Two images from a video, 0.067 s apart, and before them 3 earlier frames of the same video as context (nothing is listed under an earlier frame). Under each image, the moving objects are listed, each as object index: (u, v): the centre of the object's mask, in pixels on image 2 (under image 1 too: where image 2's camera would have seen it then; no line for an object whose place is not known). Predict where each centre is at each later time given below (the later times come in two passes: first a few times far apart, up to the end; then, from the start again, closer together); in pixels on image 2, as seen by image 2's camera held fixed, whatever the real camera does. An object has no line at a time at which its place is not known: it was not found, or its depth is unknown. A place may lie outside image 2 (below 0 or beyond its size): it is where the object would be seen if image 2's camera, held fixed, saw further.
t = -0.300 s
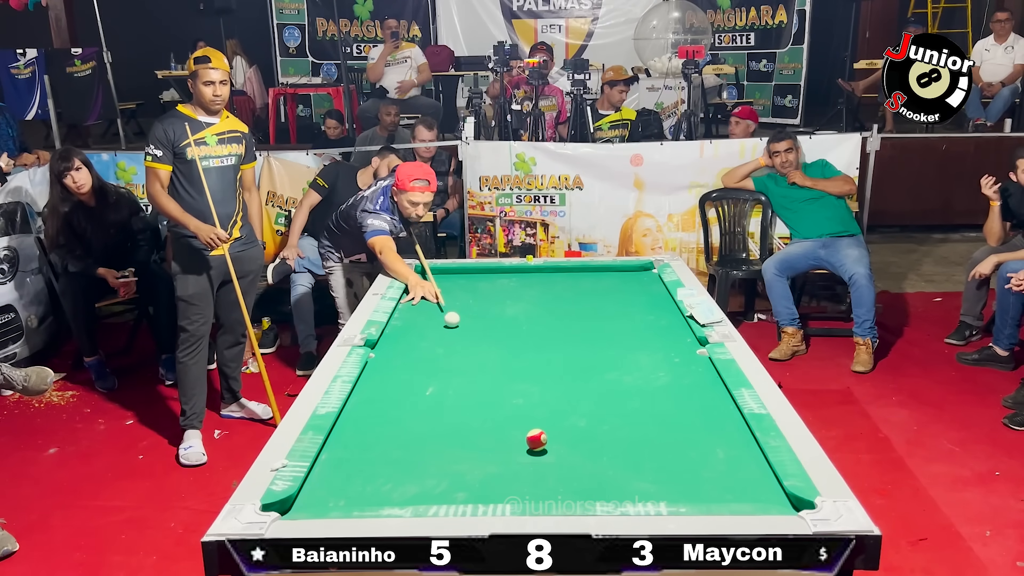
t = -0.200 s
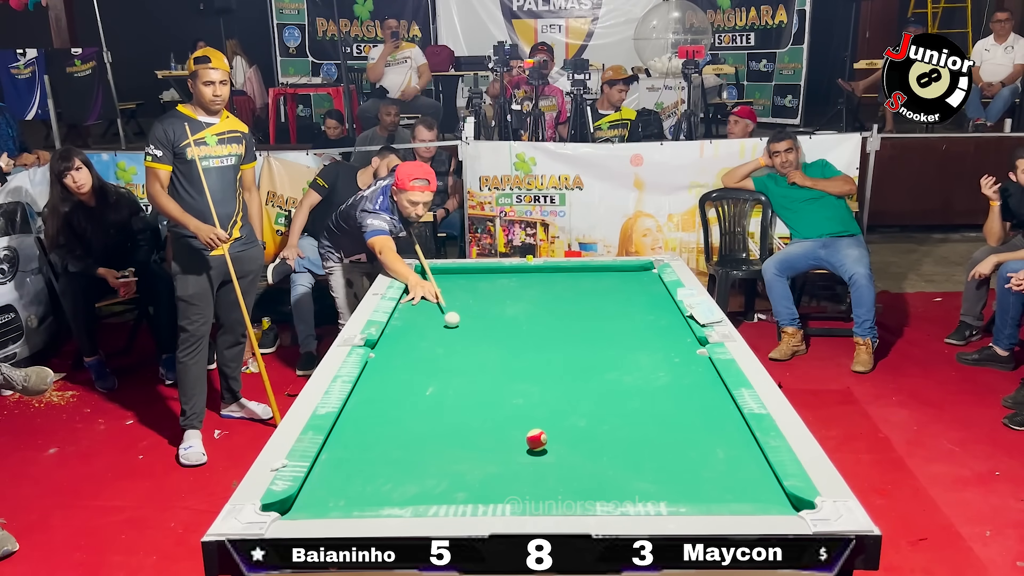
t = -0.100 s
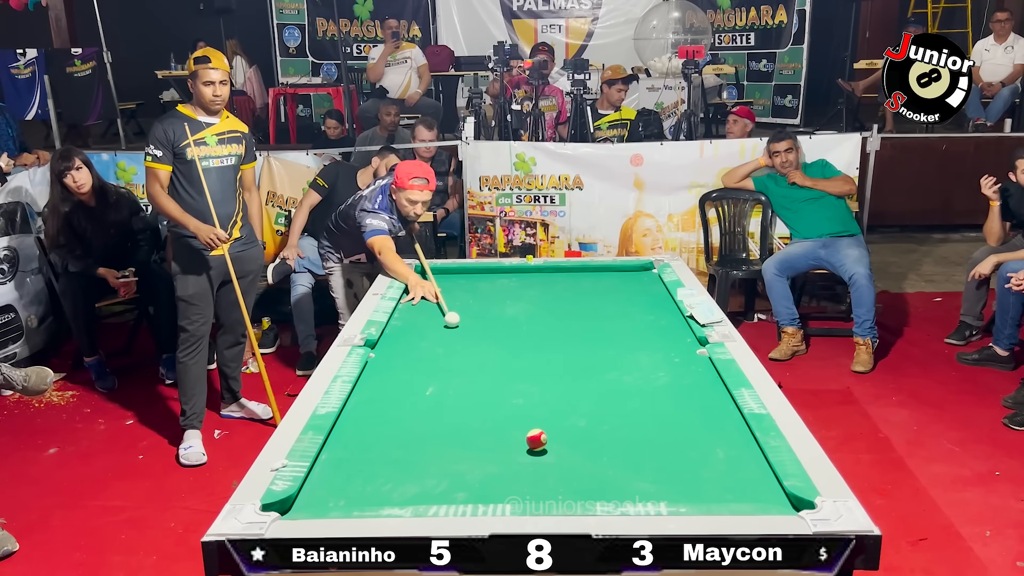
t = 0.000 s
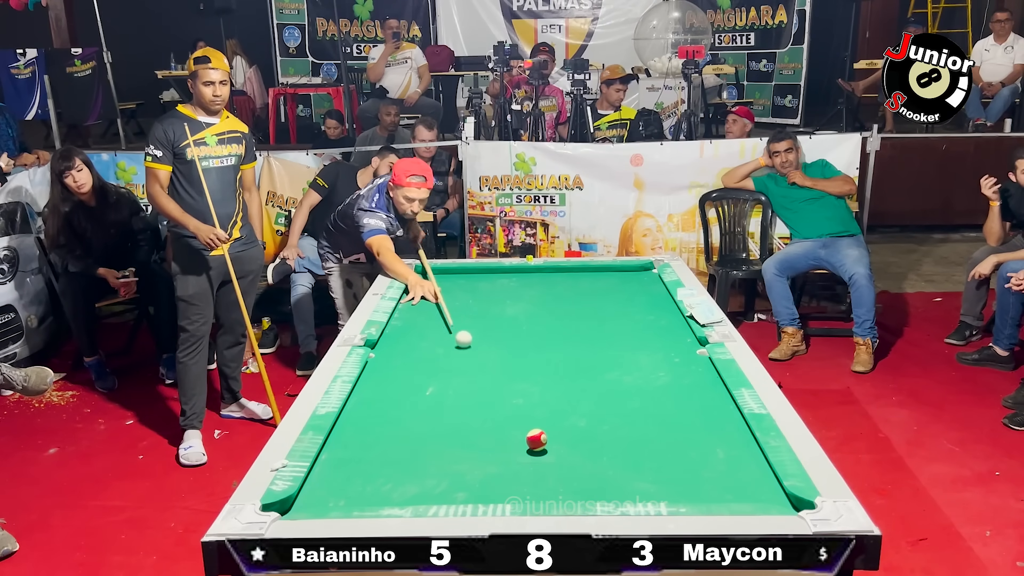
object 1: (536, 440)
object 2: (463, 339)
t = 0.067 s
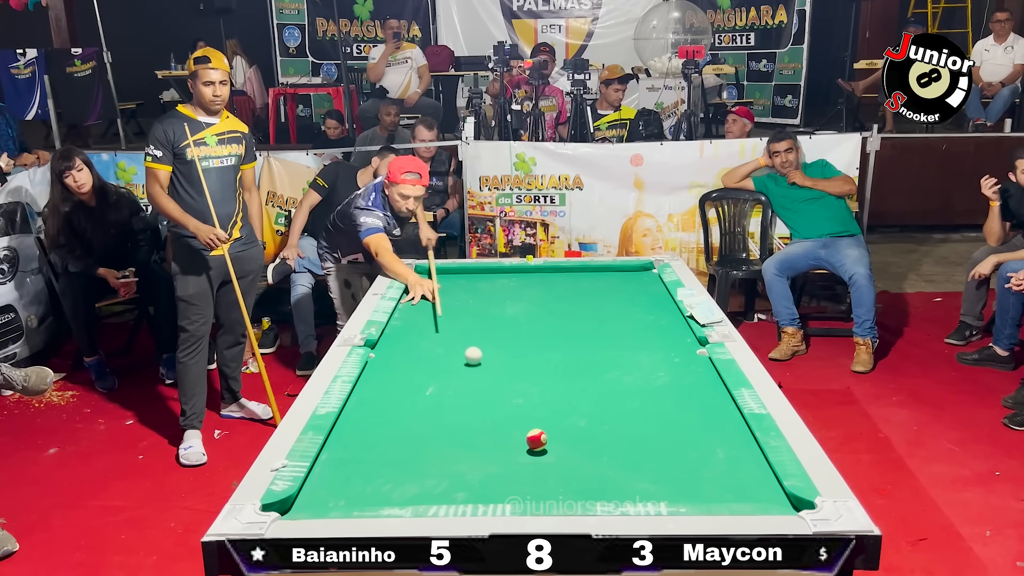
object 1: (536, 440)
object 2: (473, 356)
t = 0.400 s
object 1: (561, 446)
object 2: (504, 445)
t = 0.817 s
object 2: (421, 463)
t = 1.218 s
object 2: (367, 414)
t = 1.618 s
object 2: (388, 380)
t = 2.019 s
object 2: (426, 354)
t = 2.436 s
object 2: (458, 333)
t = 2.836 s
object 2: (482, 316)
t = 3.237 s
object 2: (502, 303)
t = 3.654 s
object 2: (519, 291)
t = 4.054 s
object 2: (532, 282)
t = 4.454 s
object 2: (542, 274)
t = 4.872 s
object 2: (549, 270)
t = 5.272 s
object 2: (553, 272)
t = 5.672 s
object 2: (555, 274)
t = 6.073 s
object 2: (556, 275)
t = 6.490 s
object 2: (556, 275)
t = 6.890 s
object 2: (556, 275)
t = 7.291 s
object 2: (556, 275)
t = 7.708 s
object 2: (556, 275)
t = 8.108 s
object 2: (556, 275)
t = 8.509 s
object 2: (556, 275)
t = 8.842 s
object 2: (556, 275)
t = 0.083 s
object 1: (536, 440)
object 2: (476, 360)
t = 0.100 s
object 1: (536, 440)
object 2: (478, 364)
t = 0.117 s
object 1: (536, 440)
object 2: (481, 369)
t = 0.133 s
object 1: (536, 440)
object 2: (483, 373)
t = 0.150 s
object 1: (536, 440)
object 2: (486, 378)
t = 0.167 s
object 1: (536, 440)
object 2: (488, 382)
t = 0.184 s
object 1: (536, 440)
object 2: (491, 386)
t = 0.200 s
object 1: (536, 439)
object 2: (493, 391)
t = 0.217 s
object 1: (536, 440)
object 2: (496, 395)
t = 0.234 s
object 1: (536, 440)
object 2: (498, 400)
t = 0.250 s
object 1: (536, 440)
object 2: (501, 404)
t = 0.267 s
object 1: (536, 440)
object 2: (504, 409)
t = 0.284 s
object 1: (536, 440)
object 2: (506, 414)
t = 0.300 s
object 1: (536, 440)
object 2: (509, 419)
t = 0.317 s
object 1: (536, 440)
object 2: (512, 424)
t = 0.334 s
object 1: (536, 440)
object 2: (515, 429)
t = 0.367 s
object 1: (545, 441)
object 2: (513, 438)
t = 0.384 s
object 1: (553, 444)
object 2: (509, 442)
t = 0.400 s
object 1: (561, 446)
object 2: (504, 445)
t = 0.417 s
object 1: (568, 448)
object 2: (500, 449)
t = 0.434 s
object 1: (575, 450)
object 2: (496, 453)
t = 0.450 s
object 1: (582, 452)
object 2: (492, 457)
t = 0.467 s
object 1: (590, 454)
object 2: (489, 462)
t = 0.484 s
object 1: (596, 456)
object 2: (485, 466)
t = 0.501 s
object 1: (603, 458)
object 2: (482, 471)
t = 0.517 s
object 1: (609, 459)
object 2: (478, 476)
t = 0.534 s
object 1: (614, 461)
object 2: (475, 480)
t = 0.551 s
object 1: (621, 462)
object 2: (471, 485)
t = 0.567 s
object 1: (627, 464)
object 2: (468, 490)
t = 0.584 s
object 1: (633, 466)
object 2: (464, 494)
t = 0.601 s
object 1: (639, 468)
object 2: (460, 496)
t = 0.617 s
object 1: (645, 469)
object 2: (457, 496)
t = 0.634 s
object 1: (652, 471)
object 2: (453, 494)
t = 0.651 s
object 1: (658, 473)
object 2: (450, 491)
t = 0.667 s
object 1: (665, 475)
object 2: (447, 488)
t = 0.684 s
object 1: (670, 476)
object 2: (444, 485)
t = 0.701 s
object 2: (441, 482)
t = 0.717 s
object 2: (438, 479)
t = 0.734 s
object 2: (435, 476)
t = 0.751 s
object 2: (432, 473)
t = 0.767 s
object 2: (429, 471)
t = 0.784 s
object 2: (427, 468)
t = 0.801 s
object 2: (424, 466)
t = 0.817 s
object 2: (421, 463)
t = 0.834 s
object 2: (419, 461)
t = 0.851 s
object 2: (416, 459)
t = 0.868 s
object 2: (413, 456)
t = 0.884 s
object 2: (411, 454)
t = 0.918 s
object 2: (406, 450)
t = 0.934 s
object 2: (403, 447)
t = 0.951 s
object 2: (401, 445)
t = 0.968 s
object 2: (398, 443)
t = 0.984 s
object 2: (396, 441)
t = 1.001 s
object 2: (394, 439)
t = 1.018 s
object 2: (392, 437)
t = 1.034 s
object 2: (389, 435)
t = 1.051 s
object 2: (387, 433)
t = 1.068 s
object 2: (385, 431)
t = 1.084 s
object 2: (383, 429)
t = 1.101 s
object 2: (381, 427)
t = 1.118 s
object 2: (379, 425)
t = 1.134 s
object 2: (377, 423)
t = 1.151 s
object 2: (375, 421)
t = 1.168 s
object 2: (372, 419)
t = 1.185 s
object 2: (370, 417)
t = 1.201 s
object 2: (368, 416)
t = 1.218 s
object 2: (367, 414)
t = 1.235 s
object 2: (365, 412)
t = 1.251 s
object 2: (363, 411)
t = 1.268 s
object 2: (361, 409)
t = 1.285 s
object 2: (359, 407)
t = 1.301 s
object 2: (357, 406)
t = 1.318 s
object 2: (356, 404)
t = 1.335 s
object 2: (355, 402)
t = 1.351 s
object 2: (357, 401)
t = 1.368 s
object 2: (359, 399)
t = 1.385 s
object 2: (361, 398)
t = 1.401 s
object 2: (364, 397)
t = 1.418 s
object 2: (366, 395)
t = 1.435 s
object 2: (368, 394)
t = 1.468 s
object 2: (372, 391)
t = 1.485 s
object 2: (374, 390)
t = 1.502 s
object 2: (376, 389)
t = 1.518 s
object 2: (377, 387)
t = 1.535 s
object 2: (379, 386)
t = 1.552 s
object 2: (381, 385)
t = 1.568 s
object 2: (383, 384)
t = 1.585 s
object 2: (385, 382)
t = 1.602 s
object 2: (387, 381)
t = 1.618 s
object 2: (388, 380)
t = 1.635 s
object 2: (390, 379)
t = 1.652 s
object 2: (392, 378)
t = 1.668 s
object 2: (394, 376)
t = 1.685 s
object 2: (395, 375)
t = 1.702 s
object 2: (397, 374)
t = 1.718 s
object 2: (399, 373)
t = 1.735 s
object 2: (401, 372)
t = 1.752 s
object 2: (402, 371)
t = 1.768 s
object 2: (404, 369)
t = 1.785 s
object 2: (405, 368)
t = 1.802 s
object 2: (407, 367)
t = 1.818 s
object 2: (409, 366)
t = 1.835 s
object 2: (410, 365)
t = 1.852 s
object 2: (412, 364)
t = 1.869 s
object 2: (413, 363)
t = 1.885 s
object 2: (415, 362)
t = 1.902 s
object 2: (416, 361)
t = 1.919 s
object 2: (418, 360)
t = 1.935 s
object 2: (419, 359)
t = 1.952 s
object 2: (421, 358)
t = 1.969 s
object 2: (422, 357)
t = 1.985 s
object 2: (424, 356)
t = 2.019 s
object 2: (426, 354)
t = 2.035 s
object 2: (428, 353)
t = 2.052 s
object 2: (429, 352)
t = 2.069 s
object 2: (431, 351)
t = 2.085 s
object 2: (432, 351)
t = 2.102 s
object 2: (433, 350)
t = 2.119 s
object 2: (435, 349)
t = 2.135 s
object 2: (436, 348)
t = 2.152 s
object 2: (437, 347)
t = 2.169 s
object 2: (439, 346)
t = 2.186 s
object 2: (440, 345)
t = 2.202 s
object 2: (441, 344)
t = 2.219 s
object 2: (442, 343)
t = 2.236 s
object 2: (444, 343)
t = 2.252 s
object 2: (445, 342)
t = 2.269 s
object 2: (446, 341)
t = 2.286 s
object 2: (447, 340)
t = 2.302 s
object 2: (449, 339)
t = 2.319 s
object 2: (450, 338)
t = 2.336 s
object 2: (451, 338)
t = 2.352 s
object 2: (452, 337)
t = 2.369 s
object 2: (453, 336)
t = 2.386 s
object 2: (455, 335)
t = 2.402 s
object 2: (456, 335)
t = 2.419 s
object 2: (457, 334)
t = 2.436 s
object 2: (458, 333)
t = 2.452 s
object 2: (459, 332)
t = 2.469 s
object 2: (460, 331)
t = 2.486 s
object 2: (461, 331)
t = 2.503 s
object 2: (462, 330)
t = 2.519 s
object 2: (463, 329)
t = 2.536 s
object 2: (464, 329)
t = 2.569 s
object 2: (466, 327)
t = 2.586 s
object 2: (467, 326)
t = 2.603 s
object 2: (469, 326)
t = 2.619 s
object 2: (470, 325)
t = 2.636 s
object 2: (471, 324)
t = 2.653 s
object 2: (472, 324)
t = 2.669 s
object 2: (473, 323)
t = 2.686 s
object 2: (474, 322)
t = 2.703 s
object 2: (475, 322)
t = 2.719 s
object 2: (476, 321)
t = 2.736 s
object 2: (477, 320)
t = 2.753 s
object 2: (478, 320)
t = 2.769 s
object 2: (478, 319)
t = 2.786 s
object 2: (479, 318)
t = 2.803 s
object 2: (480, 318)
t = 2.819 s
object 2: (481, 317)
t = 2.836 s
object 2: (482, 316)
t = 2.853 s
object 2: (483, 316)
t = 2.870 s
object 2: (484, 315)
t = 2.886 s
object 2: (485, 315)
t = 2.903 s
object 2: (486, 314)
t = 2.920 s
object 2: (487, 313)
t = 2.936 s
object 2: (487, 313)
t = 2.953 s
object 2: (488, 312)
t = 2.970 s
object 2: (489, 312)
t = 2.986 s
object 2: (490, 311)
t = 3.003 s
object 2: (491, 310)
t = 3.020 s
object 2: (492, 310)
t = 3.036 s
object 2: (493, 309)
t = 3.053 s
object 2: (493, 309)
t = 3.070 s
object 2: (494, 308)
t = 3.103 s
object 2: (496, 307)
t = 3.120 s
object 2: (497, 306)
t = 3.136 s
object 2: (497, 306)
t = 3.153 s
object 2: (498, 305)
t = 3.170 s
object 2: (499, 305)
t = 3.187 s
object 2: (500, 304)
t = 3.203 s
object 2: (501, 304)
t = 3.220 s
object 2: (501, 303)
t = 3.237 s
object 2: (502, 303)
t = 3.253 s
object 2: (503, 302)
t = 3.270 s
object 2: (504, 302)
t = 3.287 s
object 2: (504, 301)
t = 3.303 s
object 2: (505, 301)
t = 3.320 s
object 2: (506, 300)
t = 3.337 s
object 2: (507, 300)
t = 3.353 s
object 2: (507, 299)
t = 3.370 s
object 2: (508, 299)
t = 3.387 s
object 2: (509, 298)
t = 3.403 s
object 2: (509, 298)
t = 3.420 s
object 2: (510, 297)
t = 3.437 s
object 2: (511, 297)
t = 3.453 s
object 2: (512, 296)
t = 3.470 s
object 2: (512, 296)
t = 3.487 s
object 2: (513, 295)
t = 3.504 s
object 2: (513, 295)
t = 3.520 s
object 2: (514, 295)
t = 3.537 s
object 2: (515, 294)
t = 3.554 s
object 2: (516, 294)
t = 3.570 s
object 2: (516, 293)
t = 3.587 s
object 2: (517, 293)
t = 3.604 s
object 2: (517, 292)
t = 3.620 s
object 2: (518, 292)
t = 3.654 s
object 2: (519, 291)
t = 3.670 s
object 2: (520, 291)
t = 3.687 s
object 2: (520, 290)
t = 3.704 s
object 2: (521, 290)
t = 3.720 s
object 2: (522, 289)
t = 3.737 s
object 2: (522, 289)
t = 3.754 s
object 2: (523, 289)
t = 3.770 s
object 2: (523, 288)
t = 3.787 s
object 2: (524, 288)
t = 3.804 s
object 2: (524, 287)
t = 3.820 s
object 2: (525, 287)
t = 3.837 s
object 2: (526, 287)
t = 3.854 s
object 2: (526, 286)
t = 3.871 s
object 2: (527, 286)
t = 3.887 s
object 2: (527, 286)
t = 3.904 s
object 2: (528, 285)
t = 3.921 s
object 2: (528, 285)
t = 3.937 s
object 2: (529, 284)
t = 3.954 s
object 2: (529, 284)
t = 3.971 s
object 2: (530, 284)
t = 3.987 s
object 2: (530, 283)
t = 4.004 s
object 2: (531, 283)
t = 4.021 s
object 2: (531, 283)
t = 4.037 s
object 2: (532, 282)
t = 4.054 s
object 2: (532, 282)
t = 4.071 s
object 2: (533, 282)
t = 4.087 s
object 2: (533, 281)
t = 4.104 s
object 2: (534, 281)
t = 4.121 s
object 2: (534, 281)
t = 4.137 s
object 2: (535, 280)
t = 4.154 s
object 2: (535, 280)
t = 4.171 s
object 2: (535, 280)
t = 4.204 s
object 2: (536, 279)
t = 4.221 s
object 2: (537, 279)
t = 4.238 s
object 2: (537, 278)
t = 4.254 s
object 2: (537, 278)
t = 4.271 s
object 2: (538, 278)
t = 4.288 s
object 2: (538, 277)
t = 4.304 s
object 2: (539, 277)
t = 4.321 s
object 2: (539, 277)
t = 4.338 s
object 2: (539, 277)
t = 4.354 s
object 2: (540, 276)
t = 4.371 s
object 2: (540, 276)
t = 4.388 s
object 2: (541, 276)
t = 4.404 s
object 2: (541, 275)
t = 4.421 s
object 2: (541, 275)
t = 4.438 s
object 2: (542, 275)
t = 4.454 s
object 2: (542, 274)
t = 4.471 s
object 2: (542, 274)
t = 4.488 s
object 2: (543, 274)
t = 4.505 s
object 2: (543, 274)
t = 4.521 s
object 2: (544, 273)
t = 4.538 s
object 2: (544, 273)
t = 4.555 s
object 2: (544, 273)
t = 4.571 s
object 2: (544, 273)
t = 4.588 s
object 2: (545, 272)
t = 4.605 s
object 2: (545, 272)
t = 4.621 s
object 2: (546, 272)
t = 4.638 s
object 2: (546, 271)
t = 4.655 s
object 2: (546, 271)
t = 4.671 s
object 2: (546, 271)
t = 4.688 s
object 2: (547, 271)
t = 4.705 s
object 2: (547, 271)
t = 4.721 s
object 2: (547, 270)
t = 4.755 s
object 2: (548, 270)
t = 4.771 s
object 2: (548, 270)
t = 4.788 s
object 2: (548, 269)
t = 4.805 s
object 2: (549, 269)
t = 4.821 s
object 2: (549, 269)
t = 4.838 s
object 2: (549, 269)
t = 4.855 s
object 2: (549, 270)
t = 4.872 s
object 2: (549, 270)
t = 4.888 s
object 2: (550, 270)
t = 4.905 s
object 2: (550, 270)
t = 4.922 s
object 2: (550, 270)
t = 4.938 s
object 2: (550, 270)
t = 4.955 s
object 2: (550, 270)
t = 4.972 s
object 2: (551, 270)
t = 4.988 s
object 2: (551, 271)
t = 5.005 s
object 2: (551, 271)
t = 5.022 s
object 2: (551, 271)
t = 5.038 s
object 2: (551, 271)
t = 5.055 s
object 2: (551, 271)
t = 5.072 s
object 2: (552, 271)
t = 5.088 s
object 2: (552, 271)
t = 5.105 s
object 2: (552, 271)
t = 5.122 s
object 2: (552, 271)
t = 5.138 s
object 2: (552, 271)
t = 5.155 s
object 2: (552, 272)
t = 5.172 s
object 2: (553, 272)
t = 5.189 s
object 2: (553, 272)
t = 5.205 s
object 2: (553, 272)
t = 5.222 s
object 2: (553, 272)
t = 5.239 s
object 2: (553, 272)
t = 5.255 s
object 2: (553, 272)
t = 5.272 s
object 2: (553, 272)
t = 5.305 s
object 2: (554, 273)
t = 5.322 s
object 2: (554, 273)
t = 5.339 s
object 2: (554, 273)
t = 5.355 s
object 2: (554, 273)
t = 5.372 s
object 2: (554, 273)
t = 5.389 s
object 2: (554, 273)
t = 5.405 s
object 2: (554, 273)
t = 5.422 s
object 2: (554, 273)
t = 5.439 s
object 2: (554, 273)
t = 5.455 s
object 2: (554, 273)
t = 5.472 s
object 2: (554, 273)
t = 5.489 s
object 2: (554, 273)
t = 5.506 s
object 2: (554, 273)
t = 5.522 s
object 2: (555, 274)
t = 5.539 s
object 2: (555, 274)
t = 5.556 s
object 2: (555, 274)
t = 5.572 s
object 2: (555, 274)
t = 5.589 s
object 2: (555, 274)
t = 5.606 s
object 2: (555, 274)
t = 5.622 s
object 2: (555, 274)
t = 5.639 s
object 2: (555, 274)
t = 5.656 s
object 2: (555, 274)
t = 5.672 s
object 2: (555, 274)
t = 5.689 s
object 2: (555, 274)
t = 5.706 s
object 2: (555, 274)
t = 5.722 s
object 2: (555, 274)
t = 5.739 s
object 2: (555, 274)
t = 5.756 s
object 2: (555, 274)
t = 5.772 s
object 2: (555, 274)
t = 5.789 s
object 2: (555, 274)
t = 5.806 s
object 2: (556, 274)
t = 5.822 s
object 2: (556, 275)
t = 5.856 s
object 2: (556, 275)
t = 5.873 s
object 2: (556, 275)
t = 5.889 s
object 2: (556, 275)
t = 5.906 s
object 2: (556, 275)
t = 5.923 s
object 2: (556, 275)
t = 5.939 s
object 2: (556, 275)
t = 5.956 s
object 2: (556, 275)
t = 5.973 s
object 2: (556, 275)
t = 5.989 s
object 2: (556, 275)
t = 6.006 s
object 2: (556, 275)
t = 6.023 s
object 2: (556, 275)
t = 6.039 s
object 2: (556, 275)
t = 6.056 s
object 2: (556, 275)
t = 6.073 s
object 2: (556, 275)
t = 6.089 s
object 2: (556, 275)
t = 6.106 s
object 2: (556, 275)
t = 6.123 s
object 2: (556, 275)
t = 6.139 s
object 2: (556, 275)
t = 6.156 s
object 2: (556, 275)
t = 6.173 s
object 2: (556, 275)
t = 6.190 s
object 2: (556, 275)
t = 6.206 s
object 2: (556, 275)
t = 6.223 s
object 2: (556, 275)
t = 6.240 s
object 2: (556, 275)
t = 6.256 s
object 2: (556, 275)
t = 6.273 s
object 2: (556, 275)
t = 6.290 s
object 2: (556, 275)
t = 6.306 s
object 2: (556, 275)
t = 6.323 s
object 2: (556, 275)
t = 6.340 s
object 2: (556, 275)
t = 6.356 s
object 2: (556, 275)
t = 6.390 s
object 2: (556, 275)
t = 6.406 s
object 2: (556, 275)
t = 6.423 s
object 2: (556, 275)
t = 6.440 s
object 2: (556, 275)
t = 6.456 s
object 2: (556, 275)
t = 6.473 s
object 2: (556, 275)
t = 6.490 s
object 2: (556, 275)
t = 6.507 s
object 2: (556, 275)
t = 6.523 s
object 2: (556, 275)
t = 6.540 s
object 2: (556, 275)
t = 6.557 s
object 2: (556, 275)
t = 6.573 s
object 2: (556, 275)
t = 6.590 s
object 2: (556, 275)
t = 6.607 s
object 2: (556, 275)
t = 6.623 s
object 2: (556, 275)
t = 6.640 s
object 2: (556, 275)
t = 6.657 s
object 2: (556, 275)
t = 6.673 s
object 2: (556, 275)
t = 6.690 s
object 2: (556, 275)
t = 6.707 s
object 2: (556, 275)
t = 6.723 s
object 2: (556, 275)
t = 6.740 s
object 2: (556, 275)
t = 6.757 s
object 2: (556, 275)
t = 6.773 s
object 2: (556, 275)
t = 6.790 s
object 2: (556, 275)
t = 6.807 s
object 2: (556, 275)
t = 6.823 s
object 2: (556, 275)
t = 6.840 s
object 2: (556, 275)
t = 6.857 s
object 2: (556, 275)
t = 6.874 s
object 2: (556, 275)
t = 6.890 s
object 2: (556, 275)
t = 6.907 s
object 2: (556, 275)
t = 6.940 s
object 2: (556, 275)
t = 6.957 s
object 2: (556, 275)
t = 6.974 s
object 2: (556, 275)
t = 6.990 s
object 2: (556, 275)
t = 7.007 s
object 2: (556, 275)
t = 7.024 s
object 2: (556, 275)
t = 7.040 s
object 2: (556, 275)
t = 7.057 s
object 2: (556, 275)
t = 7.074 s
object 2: (556, 275)
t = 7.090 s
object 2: (556, 275)
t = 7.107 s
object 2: (556, 275)
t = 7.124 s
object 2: (556, 275)
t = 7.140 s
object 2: (556, 275)
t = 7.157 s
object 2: (556, 275)
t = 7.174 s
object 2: (556, 275)
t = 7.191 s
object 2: (556, 275)
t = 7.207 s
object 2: (556, 275)
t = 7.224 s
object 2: (556, 275)
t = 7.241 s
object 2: (556, 275)
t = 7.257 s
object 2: (556, 275)
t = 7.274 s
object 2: (556, 275)
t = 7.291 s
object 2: (556, 275)
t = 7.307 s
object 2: (556, 275)
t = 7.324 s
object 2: (556, 275)
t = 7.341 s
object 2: (556, 275)
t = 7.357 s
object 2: (556, 275)
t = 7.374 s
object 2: (556, 275)
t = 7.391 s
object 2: (556, 275)
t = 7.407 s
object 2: (556, 275)
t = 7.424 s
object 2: (556, 275)
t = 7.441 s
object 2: (556, 275)
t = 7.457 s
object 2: (556, 275)
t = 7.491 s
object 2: (556, 275)
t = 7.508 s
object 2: (556, 275)
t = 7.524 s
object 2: (556, 275)
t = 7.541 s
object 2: (556, 275)
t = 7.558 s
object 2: (556, 275)
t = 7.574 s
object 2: (556, 275)
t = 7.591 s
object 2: (556, 275)
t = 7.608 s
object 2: (556, 275)
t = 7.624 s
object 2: (556, 275)
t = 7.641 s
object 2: (556, 275)
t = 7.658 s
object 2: (556, 275)
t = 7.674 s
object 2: (556, 275)
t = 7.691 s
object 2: (556, 275)
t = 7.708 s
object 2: (556, 275)
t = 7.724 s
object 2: (556, 275)
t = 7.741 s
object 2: (556, 275)
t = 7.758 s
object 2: (556, 275)
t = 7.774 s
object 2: (556, 275)
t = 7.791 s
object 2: (556, 275)
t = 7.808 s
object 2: (556, 275)
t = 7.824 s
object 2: (556, 275)
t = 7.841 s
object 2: (556, 275)
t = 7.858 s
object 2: (556, 275)
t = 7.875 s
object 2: (556, 275)
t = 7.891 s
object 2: (556, 275)
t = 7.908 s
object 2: (556, 275)
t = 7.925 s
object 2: (556, 275)
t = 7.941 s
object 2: (556, 275)
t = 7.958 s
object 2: (556, 275)
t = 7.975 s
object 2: (556, 275)
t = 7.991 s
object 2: (556, 275)
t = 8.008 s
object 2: (556, 275)
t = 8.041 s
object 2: (556, 275)
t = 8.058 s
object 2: (556, 275)
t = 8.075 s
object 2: (556, 275)
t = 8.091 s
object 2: (556, 275)
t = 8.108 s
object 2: (556, 275)
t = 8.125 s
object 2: (556, 275)
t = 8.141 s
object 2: (556, 275)
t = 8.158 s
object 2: (556, 275)
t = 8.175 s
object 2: (556, 275)
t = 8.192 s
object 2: (556, 275)
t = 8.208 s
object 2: (556, 275)
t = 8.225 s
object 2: (556, 275)
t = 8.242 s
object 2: (556, 275)
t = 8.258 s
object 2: (556, 275)
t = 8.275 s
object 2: (556, 275)
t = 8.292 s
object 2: (556, 275)
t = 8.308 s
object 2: (556, 275)
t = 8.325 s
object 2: (556, 275)
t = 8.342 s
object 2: (556, 275)
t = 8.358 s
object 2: (556, 275)
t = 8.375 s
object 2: (556, 275)
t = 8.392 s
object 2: (556, 275)
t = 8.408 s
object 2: (556, 275)
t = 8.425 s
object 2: (556, 275)
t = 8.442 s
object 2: (556, 275)
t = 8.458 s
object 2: (556, 275)
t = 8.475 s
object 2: (556, 275)
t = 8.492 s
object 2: (556, 275)
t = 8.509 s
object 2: (556, 275)
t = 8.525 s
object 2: (556, 275)
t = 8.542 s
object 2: (556, 275)
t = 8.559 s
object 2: (556, 275)
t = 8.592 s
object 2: (556, 275)
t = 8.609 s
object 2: (556, 275)
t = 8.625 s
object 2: (556, 275)
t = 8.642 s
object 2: (556, 275)
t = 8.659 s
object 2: (556, 275)
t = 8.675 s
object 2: (556, 275)
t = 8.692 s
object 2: (556, 275)
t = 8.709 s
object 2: (556, 275)
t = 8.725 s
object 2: (556, 275)
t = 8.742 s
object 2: (556, 275)
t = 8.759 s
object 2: (556, 275)
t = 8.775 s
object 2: (556, 275)
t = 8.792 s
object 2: (556, 275)
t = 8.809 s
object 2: (556, 275)
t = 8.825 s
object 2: (556, 275)
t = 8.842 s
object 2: (556, 275)
